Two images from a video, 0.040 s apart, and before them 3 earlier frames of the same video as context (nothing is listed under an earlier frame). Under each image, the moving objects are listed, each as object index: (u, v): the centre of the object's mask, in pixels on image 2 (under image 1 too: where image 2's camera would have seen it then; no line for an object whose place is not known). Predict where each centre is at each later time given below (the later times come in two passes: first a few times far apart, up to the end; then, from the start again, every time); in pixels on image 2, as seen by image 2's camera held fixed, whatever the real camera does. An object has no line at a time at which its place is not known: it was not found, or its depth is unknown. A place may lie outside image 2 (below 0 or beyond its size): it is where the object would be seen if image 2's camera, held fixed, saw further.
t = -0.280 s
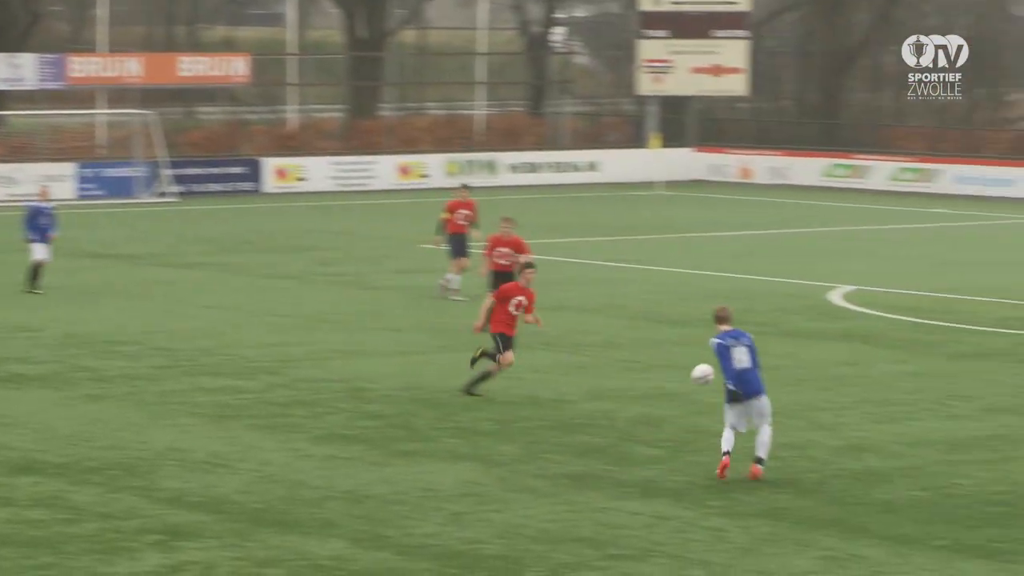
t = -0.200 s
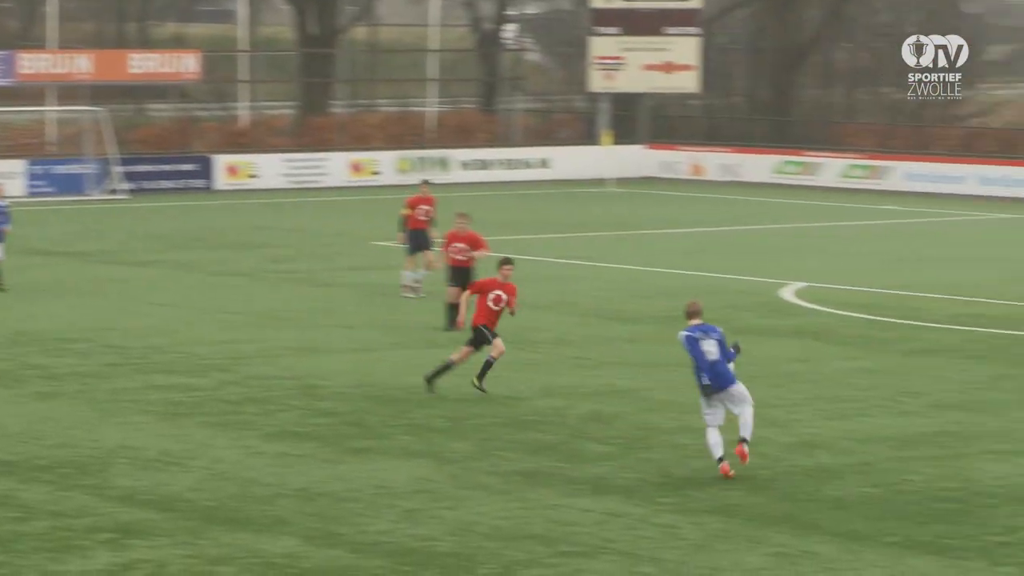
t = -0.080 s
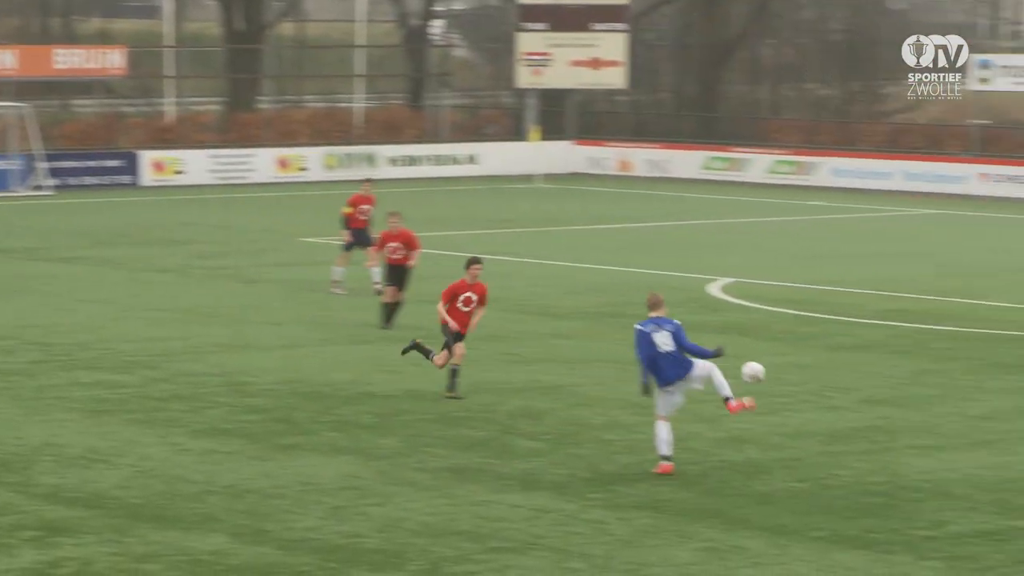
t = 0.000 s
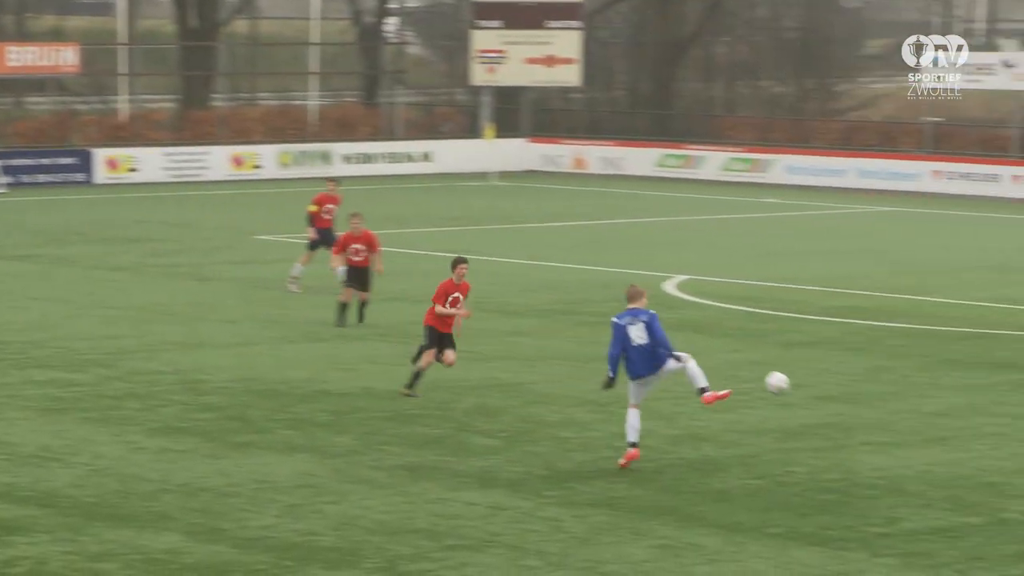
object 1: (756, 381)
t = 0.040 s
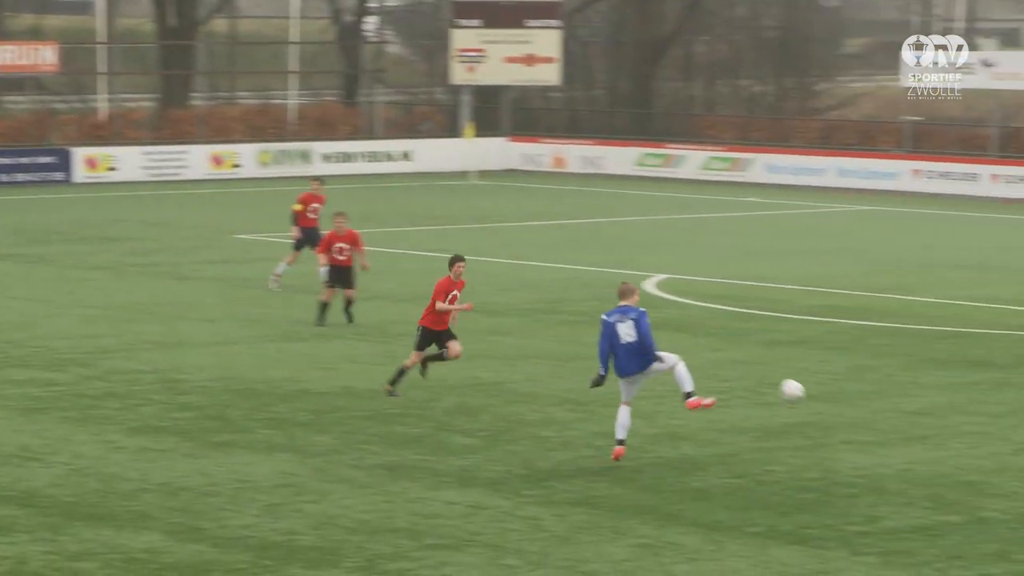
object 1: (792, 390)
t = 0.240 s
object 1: (968, 463)
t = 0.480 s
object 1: (1155, 447)
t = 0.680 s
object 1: (1313, 464)
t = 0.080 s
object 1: (826, 401)
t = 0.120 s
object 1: (862, 413)
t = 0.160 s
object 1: (897, 428)
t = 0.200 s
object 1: (933, 444)
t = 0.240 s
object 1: (968, 463)
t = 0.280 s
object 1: (1003, 477)
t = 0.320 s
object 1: (1033, 467)
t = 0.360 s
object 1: (1063, 460)
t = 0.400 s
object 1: (1094, 453)
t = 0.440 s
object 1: (1124, 449)
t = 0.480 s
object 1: (1155, 447)
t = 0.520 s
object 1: (1185, 447)
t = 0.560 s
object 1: (1215, 447)
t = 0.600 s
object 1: (1247, 451)
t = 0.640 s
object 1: (1282, 455)
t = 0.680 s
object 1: (1313, 464)
